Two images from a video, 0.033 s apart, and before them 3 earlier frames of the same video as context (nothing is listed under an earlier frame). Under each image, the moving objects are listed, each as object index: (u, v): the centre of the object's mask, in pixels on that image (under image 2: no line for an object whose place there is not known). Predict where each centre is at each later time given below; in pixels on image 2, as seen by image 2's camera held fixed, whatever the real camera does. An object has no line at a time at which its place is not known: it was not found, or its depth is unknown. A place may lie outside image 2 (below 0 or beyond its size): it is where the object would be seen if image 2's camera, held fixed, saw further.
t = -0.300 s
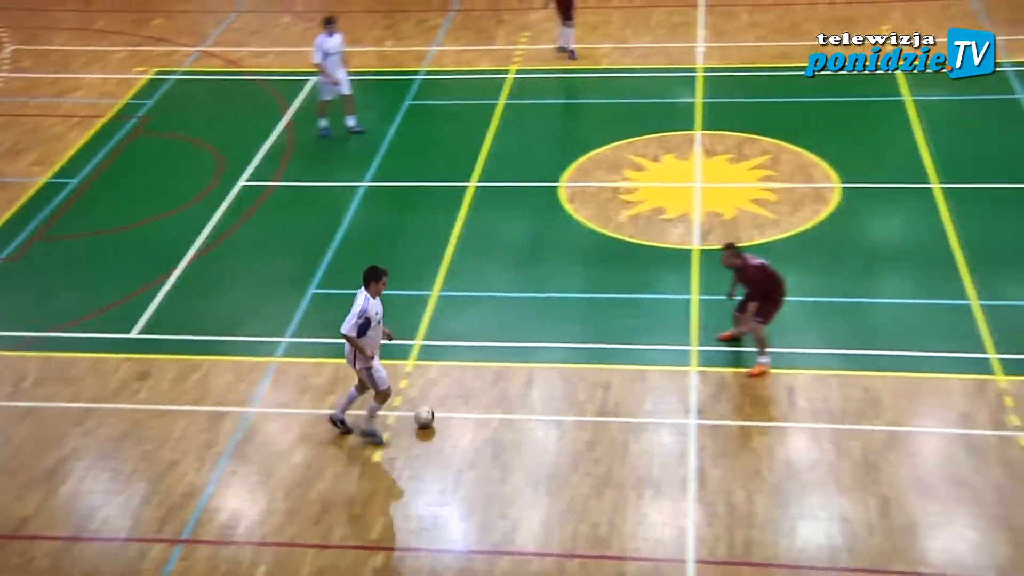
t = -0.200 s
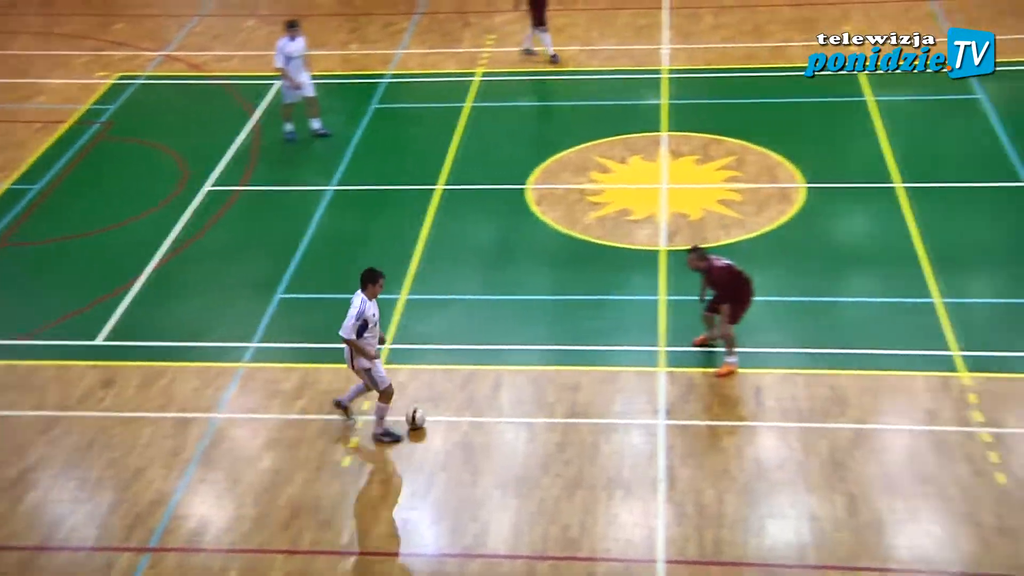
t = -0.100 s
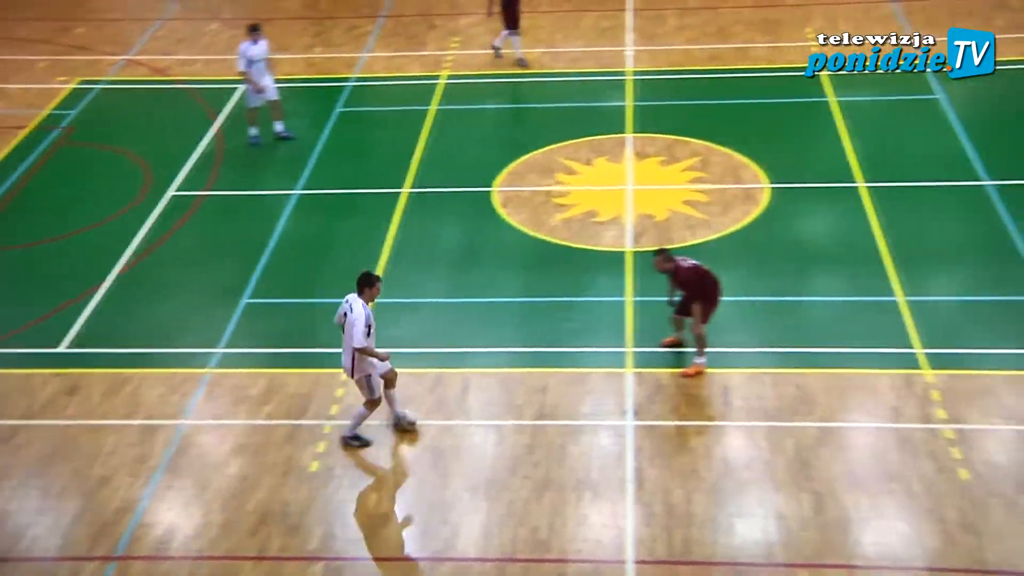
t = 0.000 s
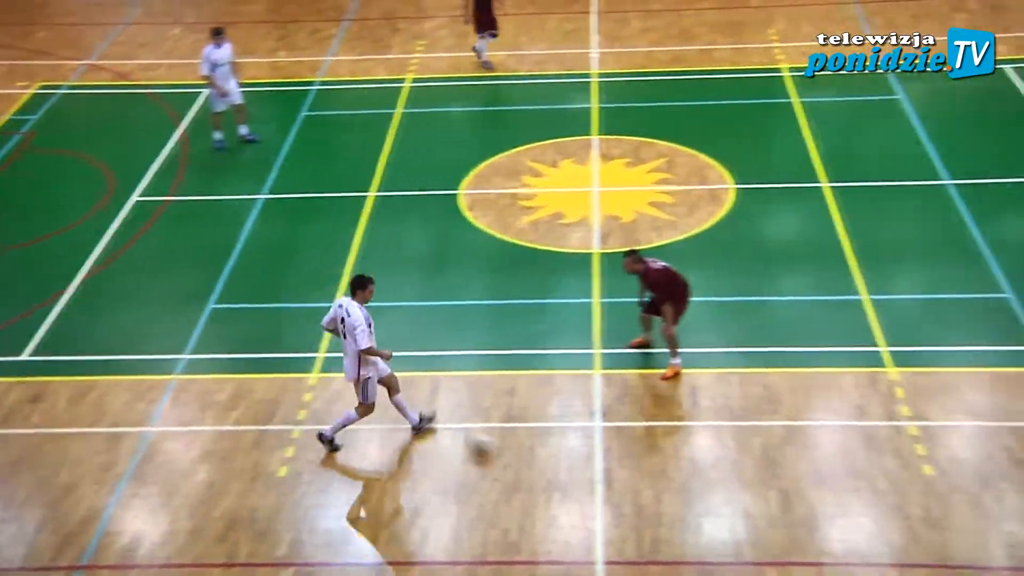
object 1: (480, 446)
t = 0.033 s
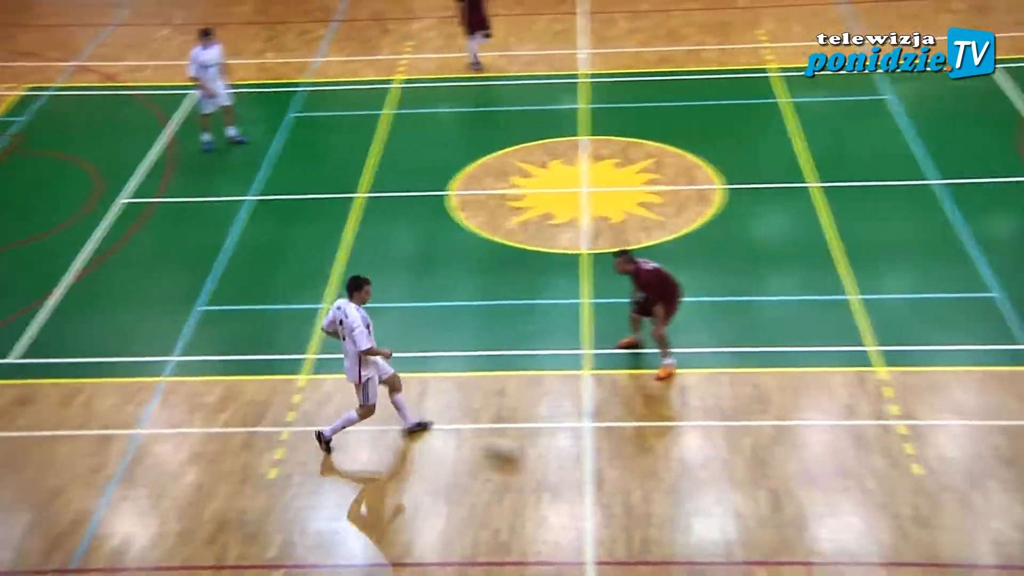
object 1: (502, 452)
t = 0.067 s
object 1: (535, 457)
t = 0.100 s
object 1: (576, 467)
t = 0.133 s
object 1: (610, 465)
